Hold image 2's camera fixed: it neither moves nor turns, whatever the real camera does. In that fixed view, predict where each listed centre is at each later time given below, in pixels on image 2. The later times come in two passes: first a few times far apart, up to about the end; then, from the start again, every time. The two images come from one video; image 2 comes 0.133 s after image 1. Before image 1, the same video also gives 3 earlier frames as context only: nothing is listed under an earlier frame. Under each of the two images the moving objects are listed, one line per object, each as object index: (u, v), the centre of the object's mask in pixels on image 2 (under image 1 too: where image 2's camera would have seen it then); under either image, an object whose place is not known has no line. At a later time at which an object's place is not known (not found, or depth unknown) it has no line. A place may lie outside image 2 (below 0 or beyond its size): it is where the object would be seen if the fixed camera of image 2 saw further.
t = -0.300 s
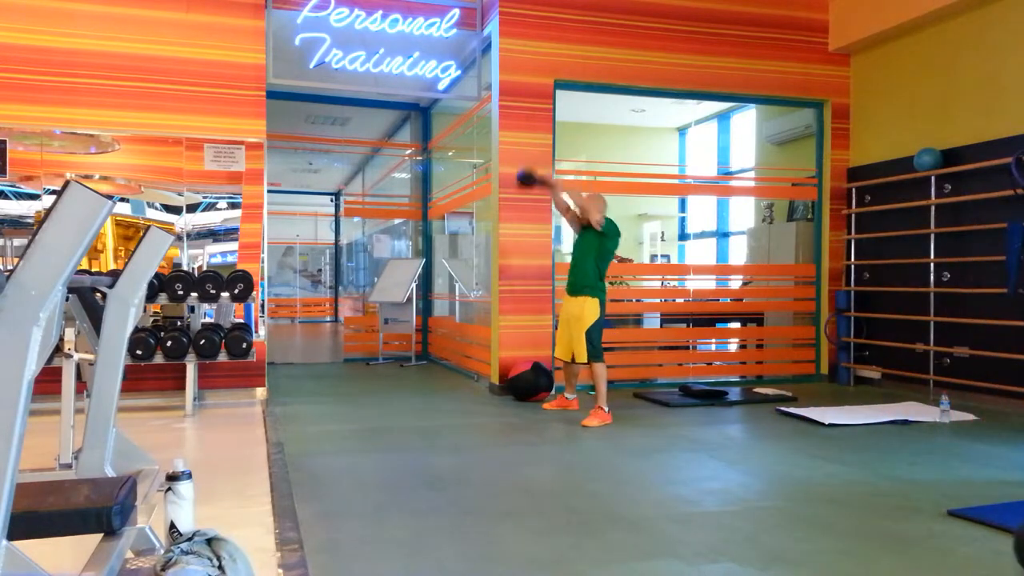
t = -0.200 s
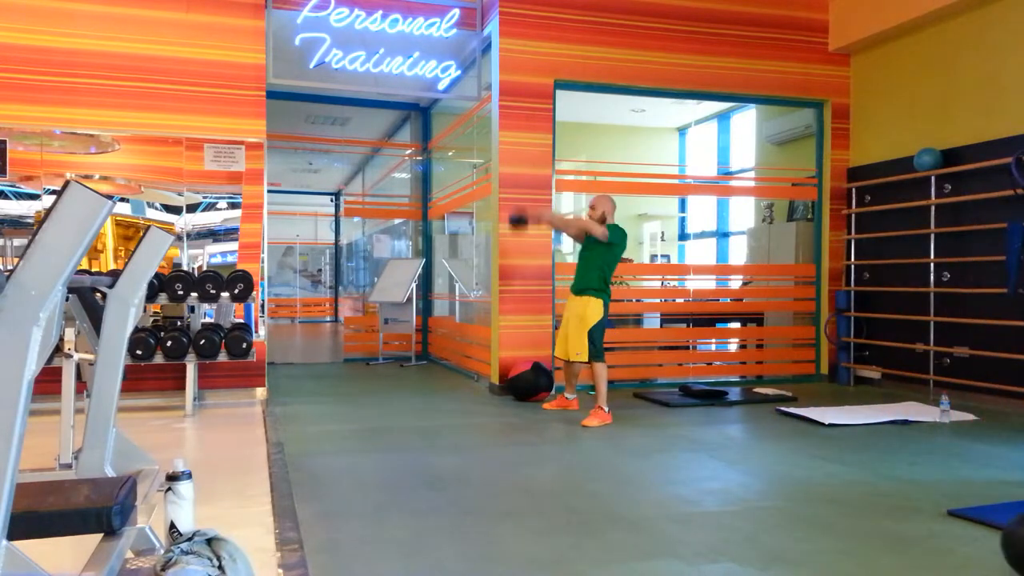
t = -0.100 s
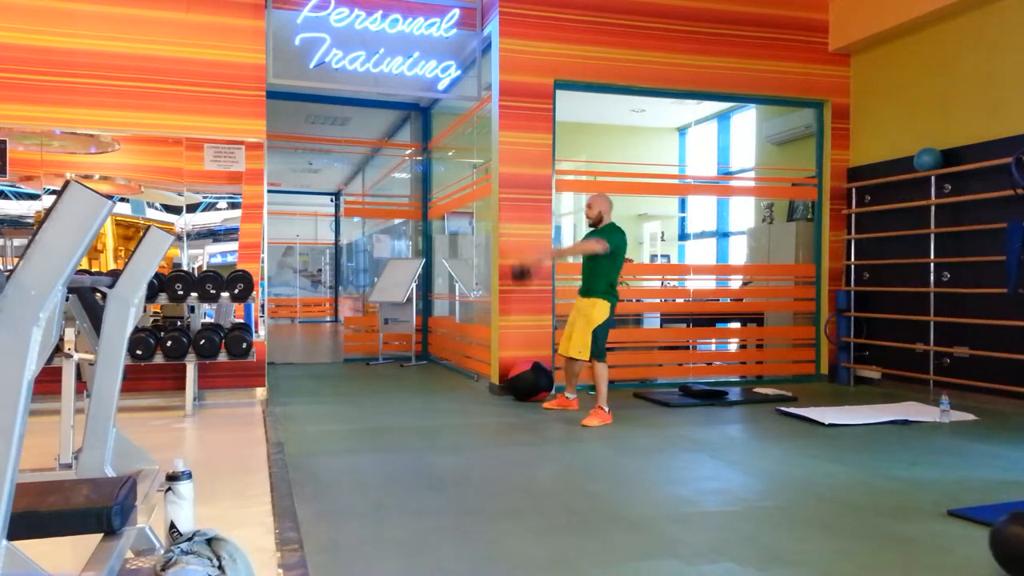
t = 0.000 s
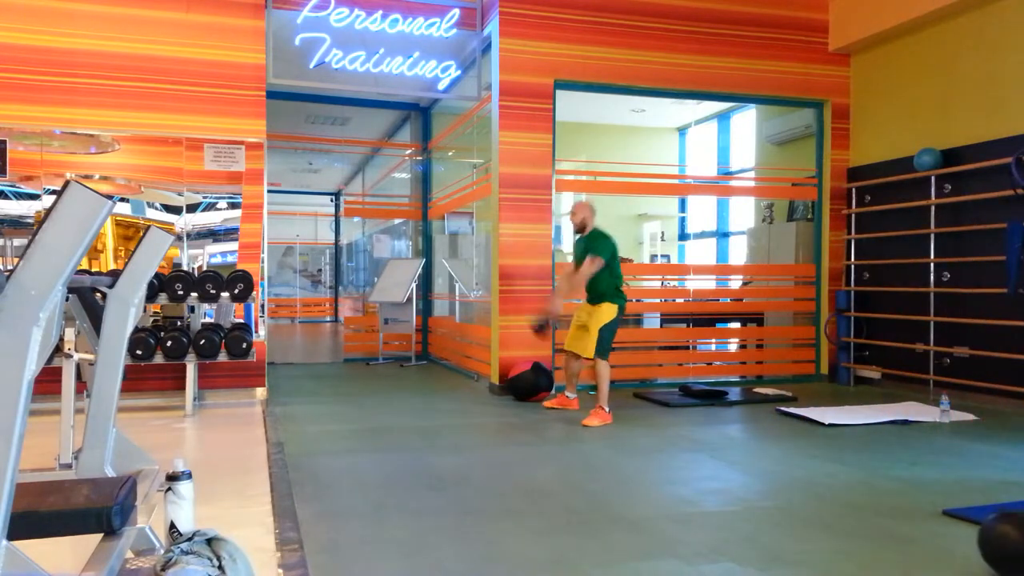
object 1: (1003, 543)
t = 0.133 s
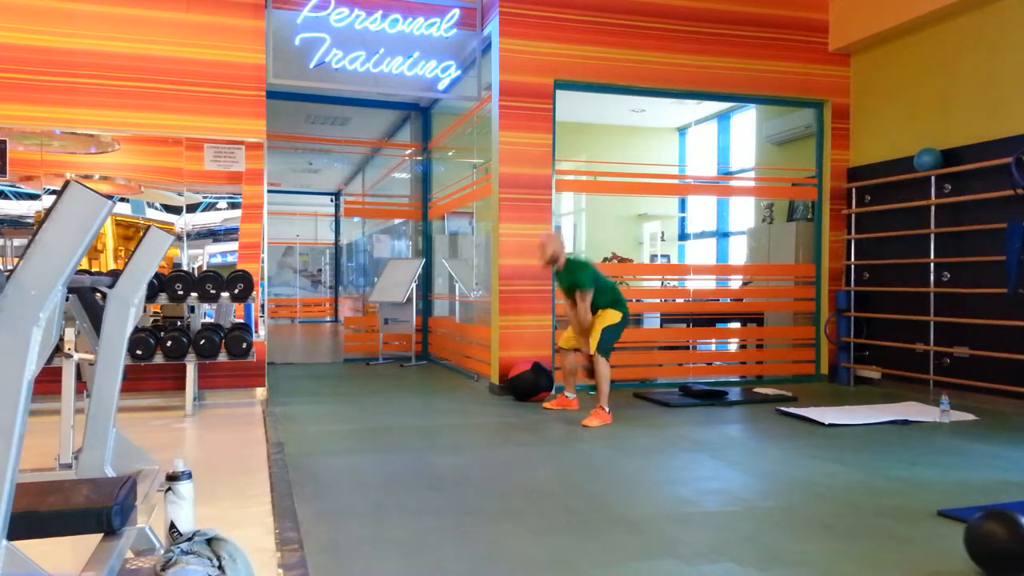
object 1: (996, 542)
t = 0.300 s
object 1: (985, 541)
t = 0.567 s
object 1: (961, 537)
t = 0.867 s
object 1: (937, 533)
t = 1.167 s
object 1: (912, 529)
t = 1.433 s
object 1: (887, 523)
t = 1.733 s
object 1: (858, 517)
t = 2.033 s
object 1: (830, 511)
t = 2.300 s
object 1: (809, 507)
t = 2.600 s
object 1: (789, 502)
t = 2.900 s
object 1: (773, 498)
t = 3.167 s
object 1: (760, 495)
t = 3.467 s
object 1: (746, 491)
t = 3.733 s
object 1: (733, 487)
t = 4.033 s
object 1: (719, 481)
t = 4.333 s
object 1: (707, 477)
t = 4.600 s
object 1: (698, 473)
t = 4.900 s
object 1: (690, 470)
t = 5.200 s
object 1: (685, 467)
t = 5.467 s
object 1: (681, 465)
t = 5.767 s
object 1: (679, 464)
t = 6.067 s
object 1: (677, 462)
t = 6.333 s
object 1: (676, 460)
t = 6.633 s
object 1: (676, 458)
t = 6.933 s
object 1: (677, 455)
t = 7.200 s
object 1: (678, 453)
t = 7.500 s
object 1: (681, 450)
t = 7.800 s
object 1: (683, 447)
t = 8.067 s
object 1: (684, 445)
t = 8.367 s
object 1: (684, 443)
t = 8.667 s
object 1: (684, 442)
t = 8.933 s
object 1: (683, 442)
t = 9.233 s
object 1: (683, 442)
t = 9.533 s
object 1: (684, 442)
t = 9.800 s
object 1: (684, 442)
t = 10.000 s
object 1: (684, 442)
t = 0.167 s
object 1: (994, 542)
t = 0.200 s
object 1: (992, 542)
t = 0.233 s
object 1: (990, 542)
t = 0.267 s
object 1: (988, 541)
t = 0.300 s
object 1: (985, 541)
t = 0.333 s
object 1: (982, 541)
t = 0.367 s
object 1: (979, 540)
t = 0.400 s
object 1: (976, 540)
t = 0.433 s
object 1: (973, 539)
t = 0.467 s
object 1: (970, 539)
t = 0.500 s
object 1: (967, 538)
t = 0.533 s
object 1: (964, 538)
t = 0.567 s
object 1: (961, 537)
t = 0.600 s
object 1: (959, 537)
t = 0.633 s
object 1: (956, 537)
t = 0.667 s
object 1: (953, 536)
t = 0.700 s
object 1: (950, 535)
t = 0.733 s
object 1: (948, 535)
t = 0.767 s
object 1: (945, 535)
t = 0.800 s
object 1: (942, 534)
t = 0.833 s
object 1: (940, 534)
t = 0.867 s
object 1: (937, 533)
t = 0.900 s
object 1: (934, 533)
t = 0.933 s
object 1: (932, 532)
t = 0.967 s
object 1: (929, 532)
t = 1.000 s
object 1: (926, 531)
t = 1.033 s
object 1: (923, 531)
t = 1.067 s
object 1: (921, 530)
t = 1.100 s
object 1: (918, 530)
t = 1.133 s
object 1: (915, 529)
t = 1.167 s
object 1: (912, 529)
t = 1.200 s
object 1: (909, 528)
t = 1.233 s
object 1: (906, 528)
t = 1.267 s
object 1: (903, 527)
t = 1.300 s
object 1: (900, 526)
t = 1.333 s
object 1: (897, 526)
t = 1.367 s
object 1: (894, 525)
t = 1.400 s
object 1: (890, 524)
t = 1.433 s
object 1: (887, 523)
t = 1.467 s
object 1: (884, 523)
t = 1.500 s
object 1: (881, 522)
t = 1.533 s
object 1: (878, 522)
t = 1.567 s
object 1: (874, 521)
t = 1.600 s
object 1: (871, 520)
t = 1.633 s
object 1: (868, 519)
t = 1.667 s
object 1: (864, 519)
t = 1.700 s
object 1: (861, 518)
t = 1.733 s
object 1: (858, 517)
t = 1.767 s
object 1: (855, 516)
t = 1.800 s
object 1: (852, 516)
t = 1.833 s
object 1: (848, 515)
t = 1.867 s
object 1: (845, 515)
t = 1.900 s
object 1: (842, 514)
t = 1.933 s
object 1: (839, 513)
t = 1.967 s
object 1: (836, 513)
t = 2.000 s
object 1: (833, 512)
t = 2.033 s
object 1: (830, 511)
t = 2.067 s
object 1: (827, 511)
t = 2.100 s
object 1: (824, 510)
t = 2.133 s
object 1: (821, 510)
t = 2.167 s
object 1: (819, 509)
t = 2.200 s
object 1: (816, 508)
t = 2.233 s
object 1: (814, 508)
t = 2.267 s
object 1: (811, 507)
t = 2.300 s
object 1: (809, 507)
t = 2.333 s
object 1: (806, 506)
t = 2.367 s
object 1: (804, 506)
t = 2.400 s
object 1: (802, 505)
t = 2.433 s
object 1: (800, 505)
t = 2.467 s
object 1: (798, 504)
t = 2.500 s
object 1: (796, 504)
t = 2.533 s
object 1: (794, 503)
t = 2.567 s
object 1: (791, 502)
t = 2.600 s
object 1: (789, 502)
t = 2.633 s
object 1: (788, 501)
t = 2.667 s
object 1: (786, 501)
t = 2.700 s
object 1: (784, 501)
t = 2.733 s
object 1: (782, 500)
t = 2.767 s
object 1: (780, 500)
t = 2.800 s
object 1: (779, 499)
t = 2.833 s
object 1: (777, 499)
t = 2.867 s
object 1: (775, 498)
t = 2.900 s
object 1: (773, 498)
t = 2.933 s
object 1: (772, 498)
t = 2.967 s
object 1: (770, 497)
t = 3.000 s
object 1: (769, 497)
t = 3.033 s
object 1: (767, 496)
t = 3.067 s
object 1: (765, 496)
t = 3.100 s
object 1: (764, 496)
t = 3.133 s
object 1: (762, 495)
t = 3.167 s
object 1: (760, 495)
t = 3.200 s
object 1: (759, 494)
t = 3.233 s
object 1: (757, 494)
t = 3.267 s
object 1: (756, 493)
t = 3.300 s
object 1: (754, 493)
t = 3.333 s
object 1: (753, 493)
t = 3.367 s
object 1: (751, 492)
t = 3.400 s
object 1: (749, 492)
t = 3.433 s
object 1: (748, 491)
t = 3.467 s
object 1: (746, 491)
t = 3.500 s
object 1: (744, 490)
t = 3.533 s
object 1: (743, 490)
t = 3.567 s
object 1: (741, 489)
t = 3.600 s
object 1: (740, 489)
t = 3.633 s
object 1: (738, 488)
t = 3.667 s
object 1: (736, 488)
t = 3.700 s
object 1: (734, 487)
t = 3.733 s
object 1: (733, 487)
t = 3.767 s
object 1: (731, 486)
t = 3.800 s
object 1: (730, 486)
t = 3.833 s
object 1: (728, 485)
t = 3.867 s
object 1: (727, 484)
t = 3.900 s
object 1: (725, 484)
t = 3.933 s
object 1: (723, 483)
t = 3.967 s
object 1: (722, 483)
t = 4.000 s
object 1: (721, 482)
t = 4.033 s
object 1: (719, 481)
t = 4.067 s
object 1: (718, 481)
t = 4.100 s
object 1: (716, 480)
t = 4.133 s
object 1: (715, 480)
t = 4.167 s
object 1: (713, 479)
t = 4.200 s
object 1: (712, 479)
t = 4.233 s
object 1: (711, 478)
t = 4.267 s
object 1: (710, 478)
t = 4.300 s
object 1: (708, 477)
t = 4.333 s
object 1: (707, 477)
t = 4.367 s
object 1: (706, 476)
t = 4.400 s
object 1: (705, 476)
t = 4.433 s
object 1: (703, 475)
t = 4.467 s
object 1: (702, 475)
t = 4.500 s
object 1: (701, 475)
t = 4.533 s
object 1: (700, 474)
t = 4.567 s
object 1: (699, 474)
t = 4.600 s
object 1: (698, 473)
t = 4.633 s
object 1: (697, 473)
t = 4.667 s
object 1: (696, 473)
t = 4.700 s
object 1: (695, 472)
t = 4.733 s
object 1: (694, 472)
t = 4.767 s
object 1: (693, 471)
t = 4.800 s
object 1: (692, 471)
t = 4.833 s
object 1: (692, 471)
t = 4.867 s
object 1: (691, 470)
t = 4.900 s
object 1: (690, 470)
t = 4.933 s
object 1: (689, 469)
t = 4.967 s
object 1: (689, 469)
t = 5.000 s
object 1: (688, 469)
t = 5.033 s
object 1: (687, 469)
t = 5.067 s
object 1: (687, 468)
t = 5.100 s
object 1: (686, 468)
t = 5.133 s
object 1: (686, 468)
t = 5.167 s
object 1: (685, 468)
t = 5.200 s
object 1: (685, 467)
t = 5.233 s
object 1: (684, 467)
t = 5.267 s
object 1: (684, 467)
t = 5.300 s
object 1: (683, 466)
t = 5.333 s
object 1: (683, 466)
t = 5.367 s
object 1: (682, 466)
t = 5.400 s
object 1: (682, 466)
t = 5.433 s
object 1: (682, 465)
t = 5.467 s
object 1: (681, 465)
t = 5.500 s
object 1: (681, 465)
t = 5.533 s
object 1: (681, 465)
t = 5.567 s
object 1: (681, 465)
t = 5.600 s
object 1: (680, 464)
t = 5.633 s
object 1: (680, 464)
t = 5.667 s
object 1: (680, 464)
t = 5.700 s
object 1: (679, 464)
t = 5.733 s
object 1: (679, 464)
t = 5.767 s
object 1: (679, 464)
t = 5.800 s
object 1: (679, 463)
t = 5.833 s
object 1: (678, 463)
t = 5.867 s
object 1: (678, 463)
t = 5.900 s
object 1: (678, 463)
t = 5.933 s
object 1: (677, 462)
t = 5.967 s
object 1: (677, 462)
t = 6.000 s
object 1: (677, 462)
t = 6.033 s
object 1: (677, 462)
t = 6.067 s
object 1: (677, 462)
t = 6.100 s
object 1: (677, 461)
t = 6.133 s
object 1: (677, 461)
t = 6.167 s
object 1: (676, 461)
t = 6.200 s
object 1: (676, 461)
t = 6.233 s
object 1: (676, 461)
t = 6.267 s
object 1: (676, 460)
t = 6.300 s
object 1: (676, 460)
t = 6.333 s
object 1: (676, 460)
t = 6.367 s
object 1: (676, 460)
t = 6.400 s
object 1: (676, 459)
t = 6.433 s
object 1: (676, 459)
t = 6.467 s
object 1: (676, 459)
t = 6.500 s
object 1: (676, 459)
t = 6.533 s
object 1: (676, 459)
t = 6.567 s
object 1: (676, 458)
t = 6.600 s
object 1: (676, 458)
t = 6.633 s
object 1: (676, 458)
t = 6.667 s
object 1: (676, 458)
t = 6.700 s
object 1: (676, 457)
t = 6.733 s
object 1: (676, 457)
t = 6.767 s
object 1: (676, 457)
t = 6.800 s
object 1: (676, 456)
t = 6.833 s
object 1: (676, 456)
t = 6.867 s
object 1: (677, 456)
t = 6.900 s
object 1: (677, 456)
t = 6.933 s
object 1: (677, 455)
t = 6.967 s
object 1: (677, 455)
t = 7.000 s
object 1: (677, 455)
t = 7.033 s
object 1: (677, 454)
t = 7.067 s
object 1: (677, 454)
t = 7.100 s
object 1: (677, 454)
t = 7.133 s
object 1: (678, 453)
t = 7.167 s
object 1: (678, 453)
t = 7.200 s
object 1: (678, 453)
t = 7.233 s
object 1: (678, 452)
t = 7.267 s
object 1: (679, 452)
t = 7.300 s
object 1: (679, 452)
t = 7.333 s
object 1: (679, 451)
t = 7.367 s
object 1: (679, 451)
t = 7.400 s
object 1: (680, 451)
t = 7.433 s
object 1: (680, 450)
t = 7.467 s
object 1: (681, 450)
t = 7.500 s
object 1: (681, 450)
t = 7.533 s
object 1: (681, 449)
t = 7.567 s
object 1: (681, 449)
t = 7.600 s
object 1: (682, 449)
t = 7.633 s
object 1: (682, 449)
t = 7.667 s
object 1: (682, 448)
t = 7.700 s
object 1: (682, 448)
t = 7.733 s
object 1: (683, 448)
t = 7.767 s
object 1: (683, 447)
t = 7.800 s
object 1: (683, 447)
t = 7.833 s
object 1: (683, 447)
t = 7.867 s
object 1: (683, 447)
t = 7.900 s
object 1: (683, 446)
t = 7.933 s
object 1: (684, 446)
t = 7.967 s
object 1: (683, 446)
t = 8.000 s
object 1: (684, 446)
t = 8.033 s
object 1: (684, 445)
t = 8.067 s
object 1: (684, 445)
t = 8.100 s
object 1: (684, 445)
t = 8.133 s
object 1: (684, 445)
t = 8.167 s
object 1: (684, 445)
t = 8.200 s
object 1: (684, 444)
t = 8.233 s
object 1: (684, 444)
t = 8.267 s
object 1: (684, 444)
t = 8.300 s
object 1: (684, 444)
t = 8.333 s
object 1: (684, 444)
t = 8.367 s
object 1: (684, 443)
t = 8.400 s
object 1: (684, 443)
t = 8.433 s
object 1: (684, 443)
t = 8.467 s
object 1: (684, 443)
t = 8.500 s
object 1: (684, 443)
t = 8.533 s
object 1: (684, 443)
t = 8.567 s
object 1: (684, 443)
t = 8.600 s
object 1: (684, 442)
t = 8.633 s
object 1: (684, 442)
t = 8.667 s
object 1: (684, 442)
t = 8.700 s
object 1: (684, 442)
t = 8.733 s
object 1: (684, 442)
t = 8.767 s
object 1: (684, 442)
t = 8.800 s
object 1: (684, 442)
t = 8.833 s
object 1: (684, 442)
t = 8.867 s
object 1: (684, 442)
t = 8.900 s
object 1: (683, 442)
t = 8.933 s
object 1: (683, 442)
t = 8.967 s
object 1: (683, 442)
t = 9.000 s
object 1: (683, 442)
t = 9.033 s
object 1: (683, 442)
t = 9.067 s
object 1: (683, 442)
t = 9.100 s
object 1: (683, 442)
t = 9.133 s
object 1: (683, 442)
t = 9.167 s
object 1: (683, 442)
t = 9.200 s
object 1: (683, 442)
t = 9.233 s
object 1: (683, 442)
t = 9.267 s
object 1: (683, 442)
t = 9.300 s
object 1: (683, 442)
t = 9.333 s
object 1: (683, 442)
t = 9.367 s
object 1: (683, 442)
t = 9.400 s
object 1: (684, 441)
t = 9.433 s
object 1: (684, 442)
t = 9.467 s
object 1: (684, 442)
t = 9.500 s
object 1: (684, 442)
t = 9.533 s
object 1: (684, 442)
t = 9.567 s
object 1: (684, 442)
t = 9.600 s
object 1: (684, 442)
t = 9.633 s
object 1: (684, 442)
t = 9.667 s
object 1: (684, 442)
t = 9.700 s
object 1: (684, 442)
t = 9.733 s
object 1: (684, 442)
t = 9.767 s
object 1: (684, 442)
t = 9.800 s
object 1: (684, 442)
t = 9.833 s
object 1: (684, 442)
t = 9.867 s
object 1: (684, 442)
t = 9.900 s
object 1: (684, 442)
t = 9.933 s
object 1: (684, 442)
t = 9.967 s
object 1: (684, 442)
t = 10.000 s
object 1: (684, 442)
